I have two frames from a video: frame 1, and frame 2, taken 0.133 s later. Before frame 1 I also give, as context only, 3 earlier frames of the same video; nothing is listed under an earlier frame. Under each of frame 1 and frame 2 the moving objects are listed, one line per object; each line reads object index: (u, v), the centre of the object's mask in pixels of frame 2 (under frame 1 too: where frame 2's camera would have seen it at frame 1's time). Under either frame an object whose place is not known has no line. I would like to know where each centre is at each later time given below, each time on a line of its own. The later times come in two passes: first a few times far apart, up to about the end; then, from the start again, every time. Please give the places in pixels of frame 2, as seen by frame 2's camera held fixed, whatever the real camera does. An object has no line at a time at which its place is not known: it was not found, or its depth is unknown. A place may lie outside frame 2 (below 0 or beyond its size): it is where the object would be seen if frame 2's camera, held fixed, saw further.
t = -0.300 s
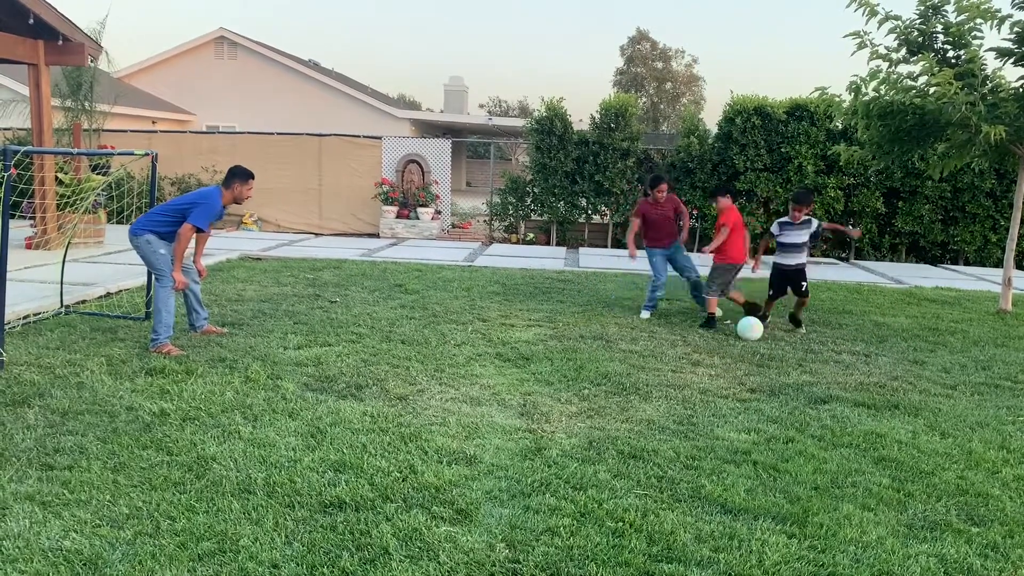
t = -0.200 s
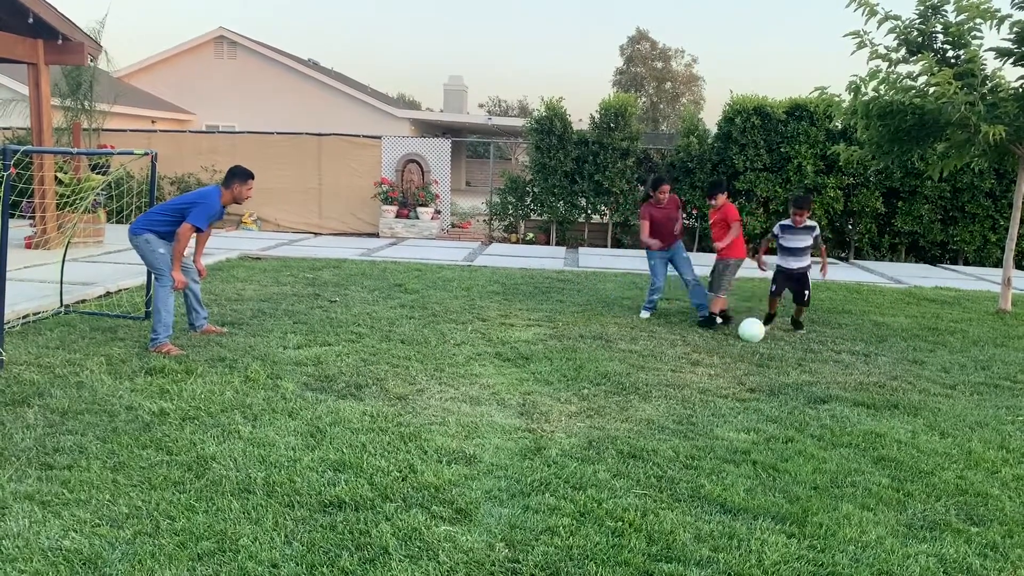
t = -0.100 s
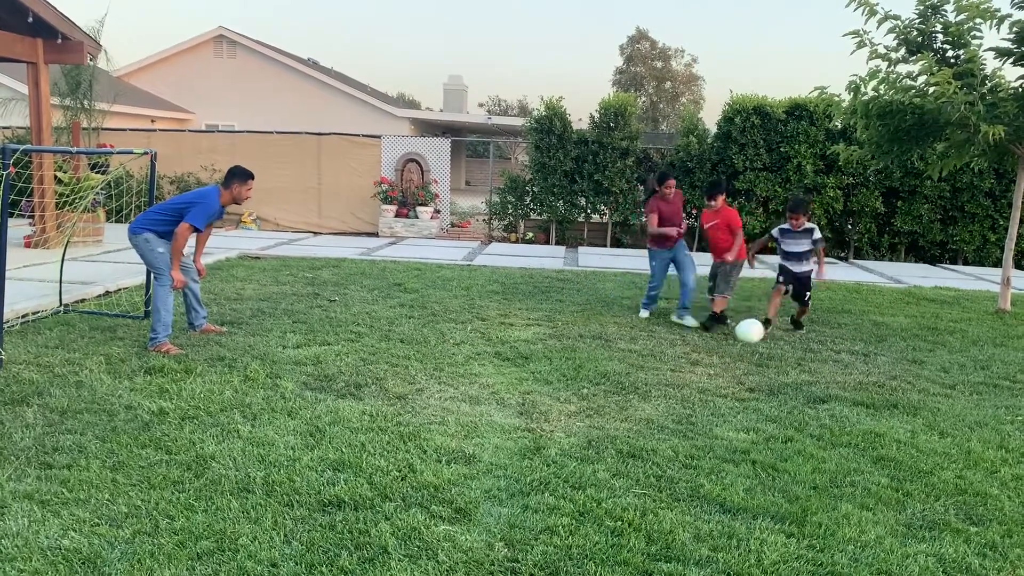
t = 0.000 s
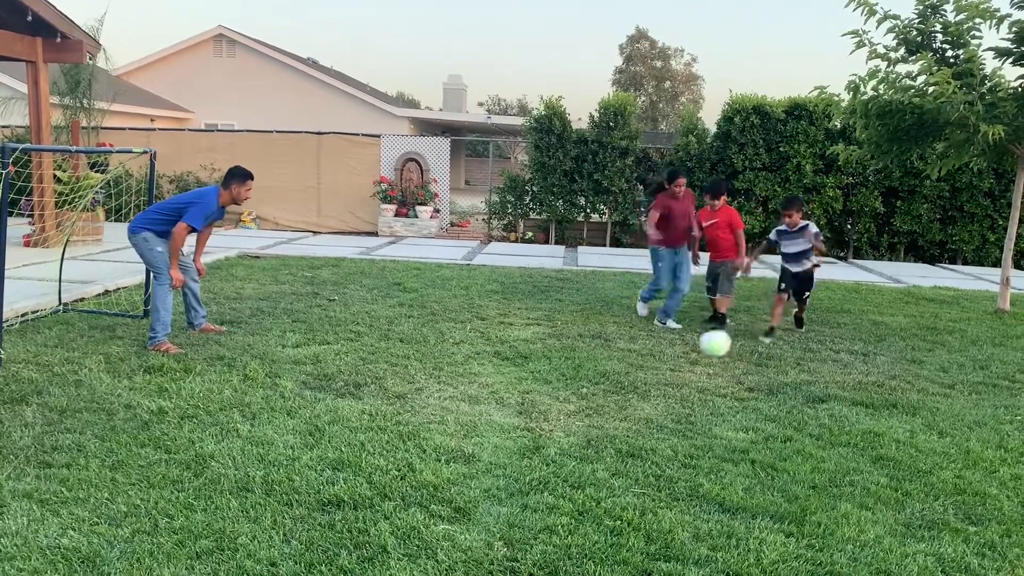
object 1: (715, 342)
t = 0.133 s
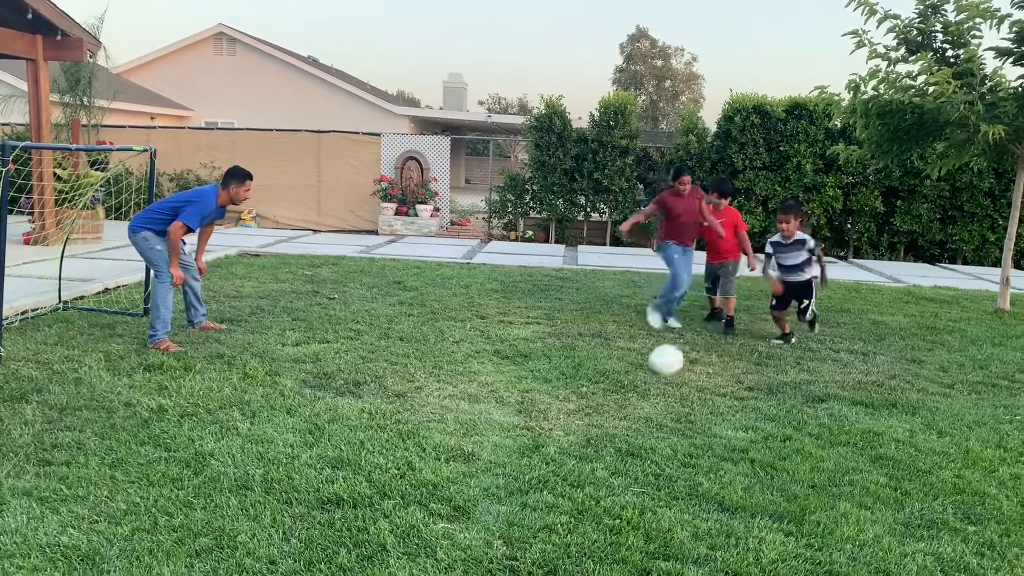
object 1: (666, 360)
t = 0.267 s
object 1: (615, 380)
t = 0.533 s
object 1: (513, 425)
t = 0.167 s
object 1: (653, 365)
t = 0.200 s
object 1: (641, 370)
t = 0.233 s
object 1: (628, 376)
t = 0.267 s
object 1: (615, 380)
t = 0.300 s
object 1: (603, 386)
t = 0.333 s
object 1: (590, 391)
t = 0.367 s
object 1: (577, 396)
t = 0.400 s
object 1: (566, 401)
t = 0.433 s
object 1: (552, 408)
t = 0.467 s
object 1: (539, 411)
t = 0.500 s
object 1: (527, 417)
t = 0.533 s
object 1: (513, 425)
